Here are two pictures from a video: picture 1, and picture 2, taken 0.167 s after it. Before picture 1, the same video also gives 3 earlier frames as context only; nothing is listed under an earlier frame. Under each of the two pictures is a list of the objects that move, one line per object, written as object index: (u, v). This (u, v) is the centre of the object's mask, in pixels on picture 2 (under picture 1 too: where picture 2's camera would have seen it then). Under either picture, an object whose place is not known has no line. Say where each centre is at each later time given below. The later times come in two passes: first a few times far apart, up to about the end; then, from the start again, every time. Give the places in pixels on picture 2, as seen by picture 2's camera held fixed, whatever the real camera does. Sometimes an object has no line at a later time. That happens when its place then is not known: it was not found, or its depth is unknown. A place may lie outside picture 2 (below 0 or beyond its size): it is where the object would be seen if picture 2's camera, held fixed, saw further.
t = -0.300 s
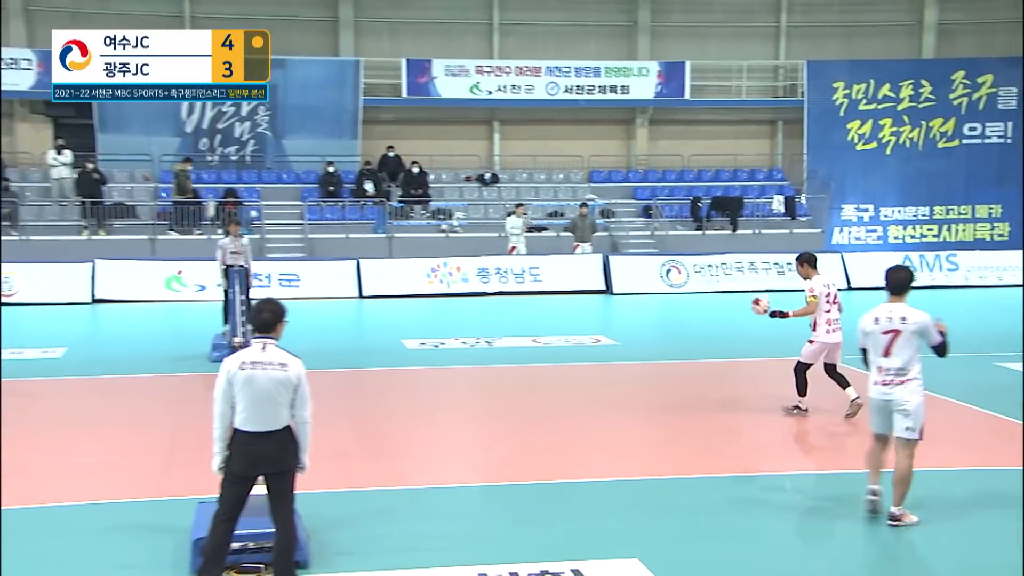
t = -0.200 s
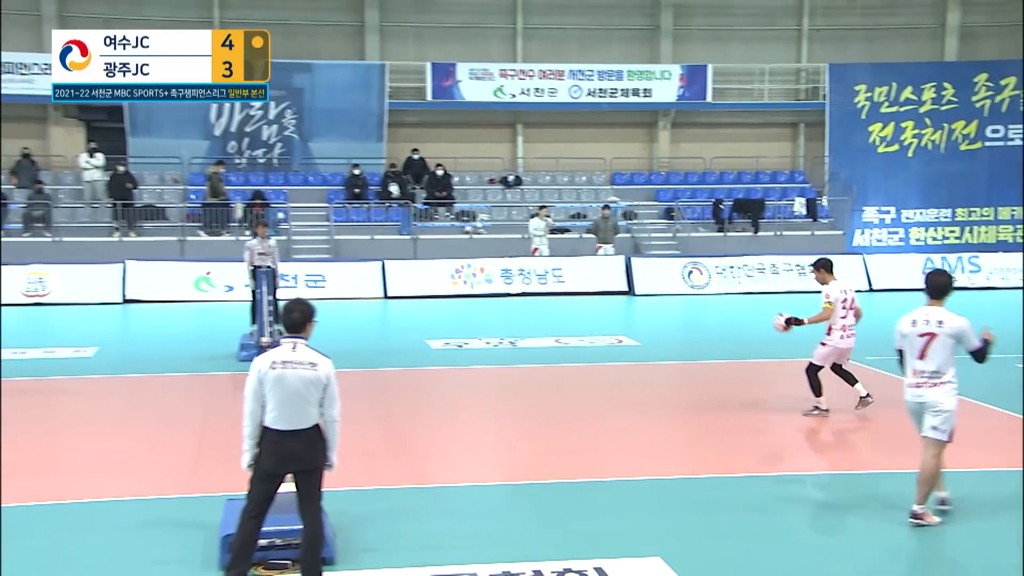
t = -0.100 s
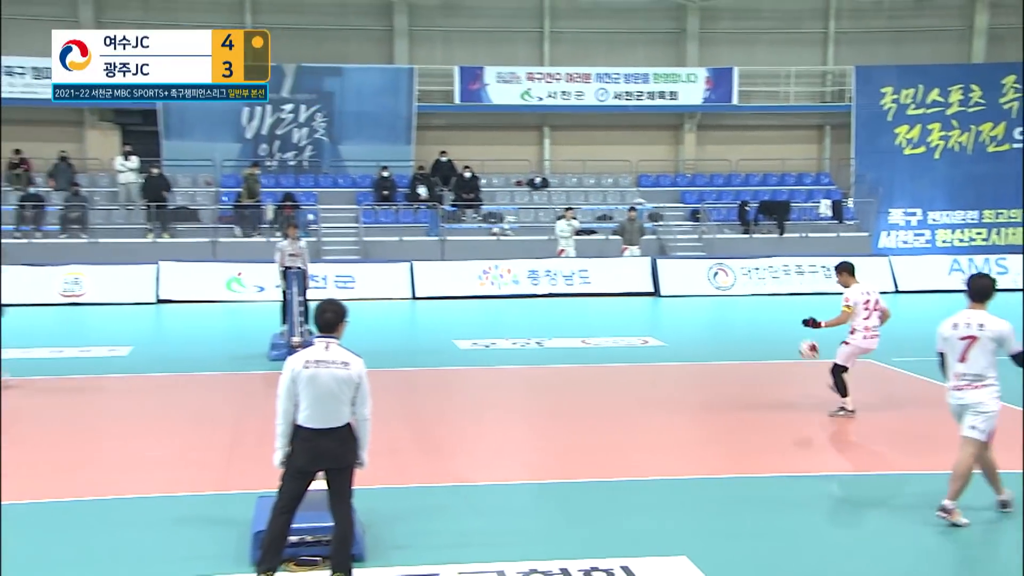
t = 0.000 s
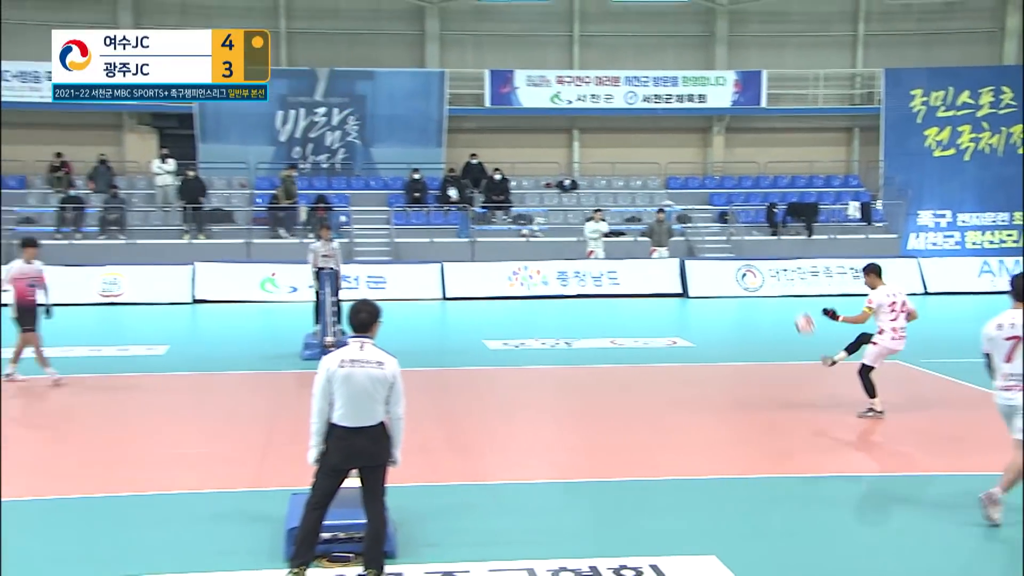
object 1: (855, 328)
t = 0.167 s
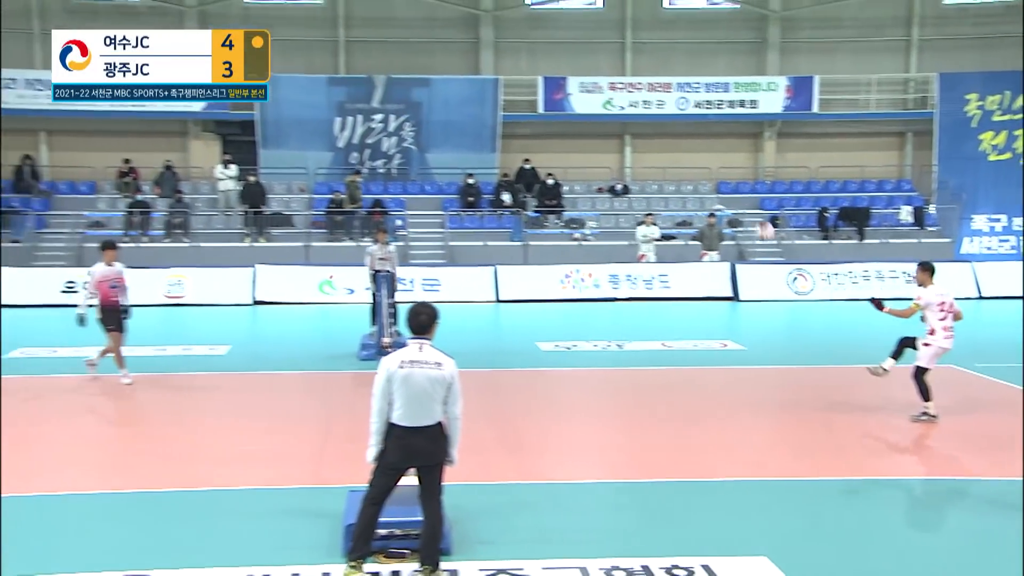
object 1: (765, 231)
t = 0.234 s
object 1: (728, 202)
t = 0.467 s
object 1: (605, 131)
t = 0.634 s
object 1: (522, 112)
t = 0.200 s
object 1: (746, 216)
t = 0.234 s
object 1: (728, 202)
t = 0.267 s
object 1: (710, 188)
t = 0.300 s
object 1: (693, 176)
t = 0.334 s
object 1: (675, 165)
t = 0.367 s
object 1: (658, 154)
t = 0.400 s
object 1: (640, 146)
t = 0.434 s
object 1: (623, 138)
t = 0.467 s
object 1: (605, 131)
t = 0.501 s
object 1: (589, 125)
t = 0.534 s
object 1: (572, 121)
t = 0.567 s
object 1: (555, 117)
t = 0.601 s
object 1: (539, 115)
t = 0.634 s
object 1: (522, 112)
